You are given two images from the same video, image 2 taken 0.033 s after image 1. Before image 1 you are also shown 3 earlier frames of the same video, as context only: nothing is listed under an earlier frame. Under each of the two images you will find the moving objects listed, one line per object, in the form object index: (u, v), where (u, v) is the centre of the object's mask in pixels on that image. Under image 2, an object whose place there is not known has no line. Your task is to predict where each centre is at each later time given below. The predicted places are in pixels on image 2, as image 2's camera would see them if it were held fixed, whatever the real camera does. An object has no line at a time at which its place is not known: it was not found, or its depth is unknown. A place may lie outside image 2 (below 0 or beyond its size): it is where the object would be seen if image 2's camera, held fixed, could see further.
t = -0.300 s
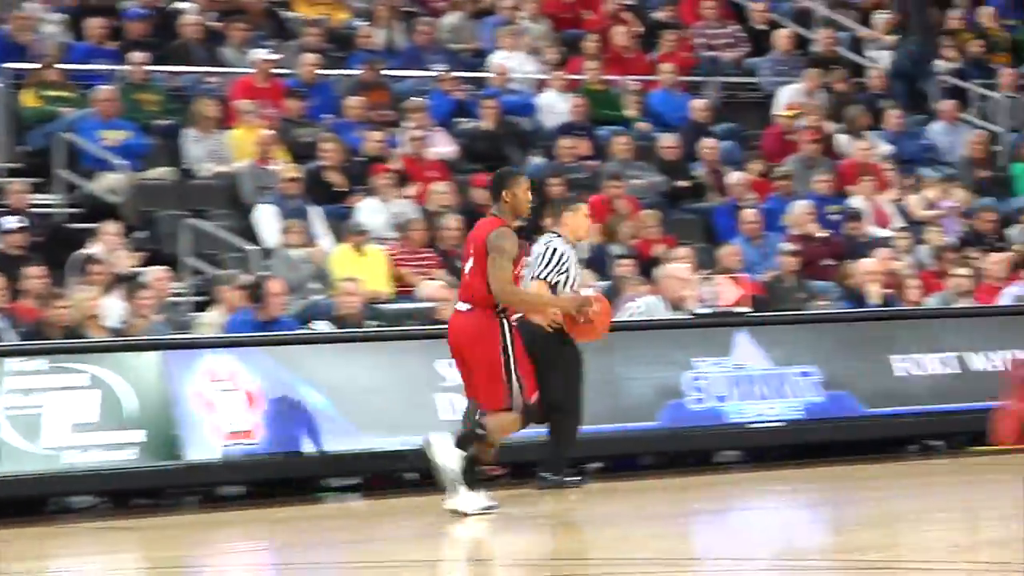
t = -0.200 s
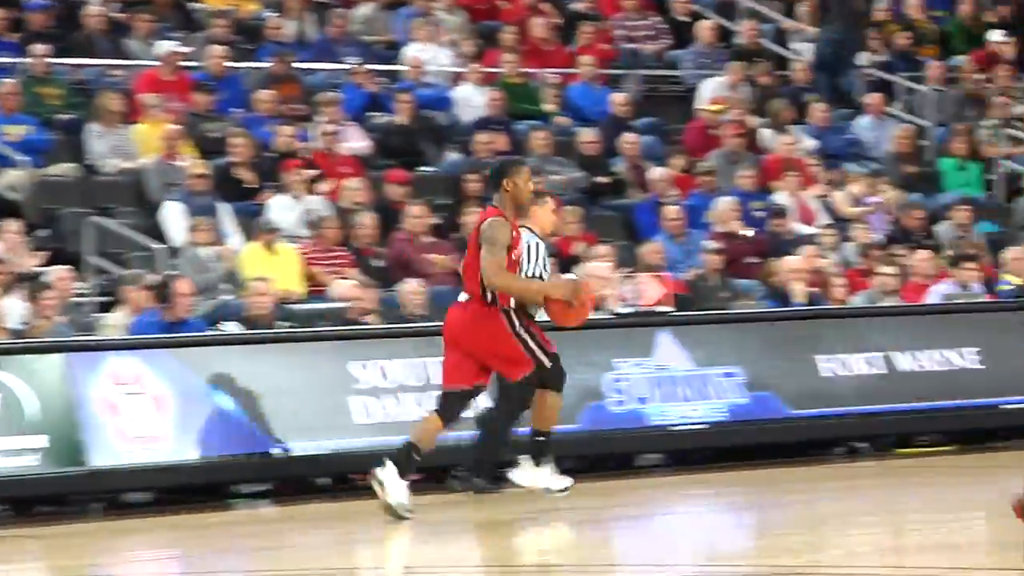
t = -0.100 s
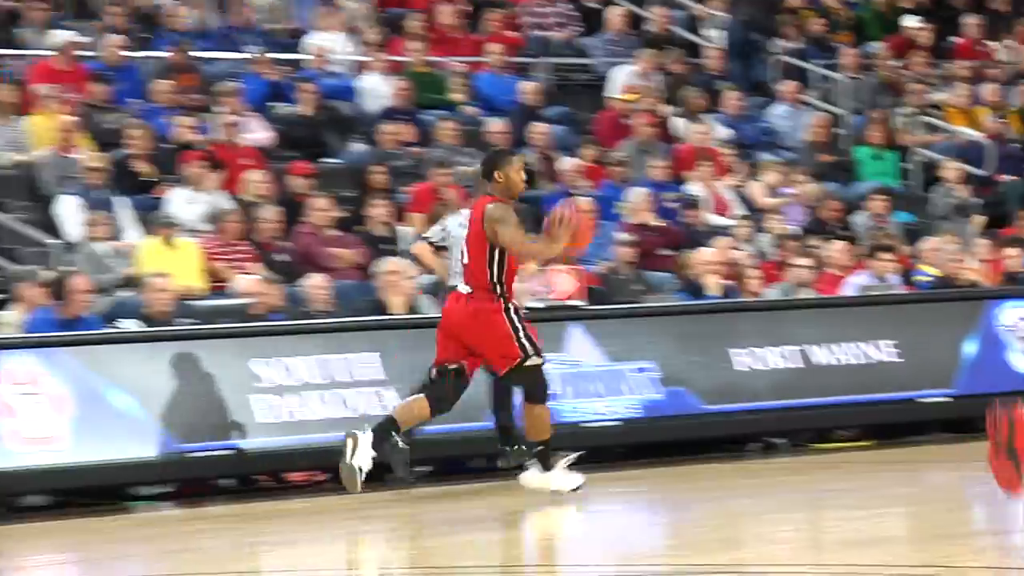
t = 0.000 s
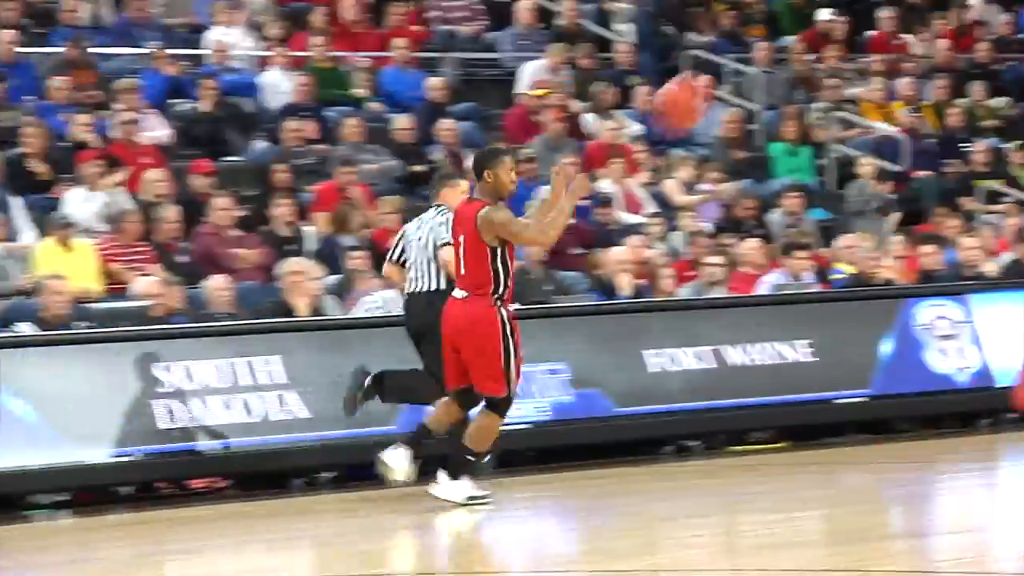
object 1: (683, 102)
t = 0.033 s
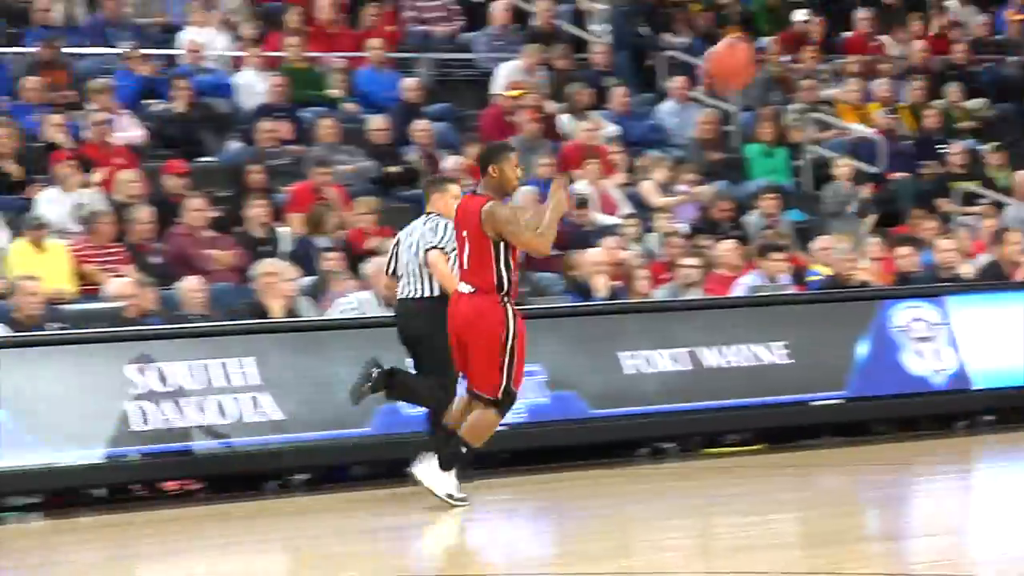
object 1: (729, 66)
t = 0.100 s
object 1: (881, 6)
